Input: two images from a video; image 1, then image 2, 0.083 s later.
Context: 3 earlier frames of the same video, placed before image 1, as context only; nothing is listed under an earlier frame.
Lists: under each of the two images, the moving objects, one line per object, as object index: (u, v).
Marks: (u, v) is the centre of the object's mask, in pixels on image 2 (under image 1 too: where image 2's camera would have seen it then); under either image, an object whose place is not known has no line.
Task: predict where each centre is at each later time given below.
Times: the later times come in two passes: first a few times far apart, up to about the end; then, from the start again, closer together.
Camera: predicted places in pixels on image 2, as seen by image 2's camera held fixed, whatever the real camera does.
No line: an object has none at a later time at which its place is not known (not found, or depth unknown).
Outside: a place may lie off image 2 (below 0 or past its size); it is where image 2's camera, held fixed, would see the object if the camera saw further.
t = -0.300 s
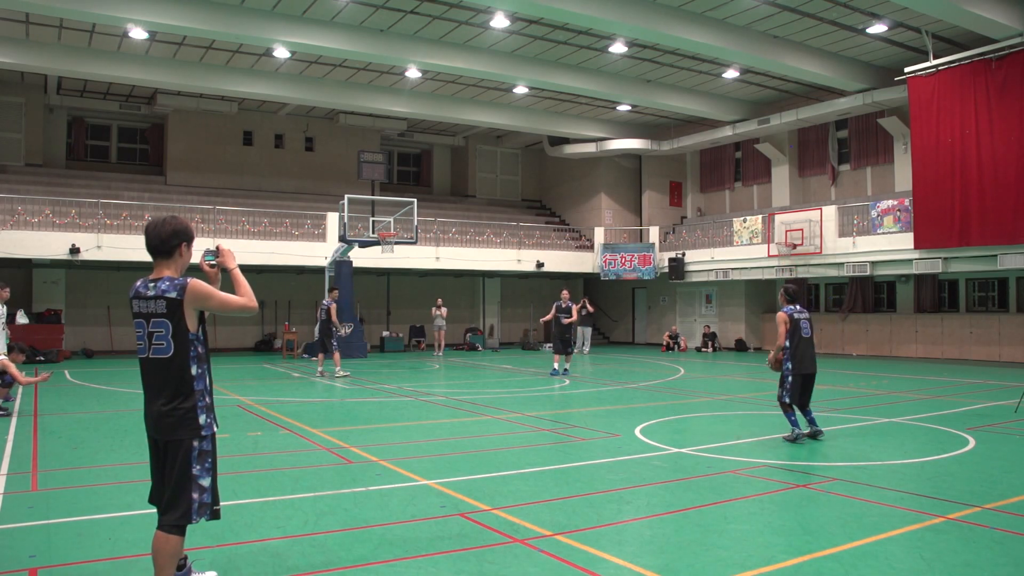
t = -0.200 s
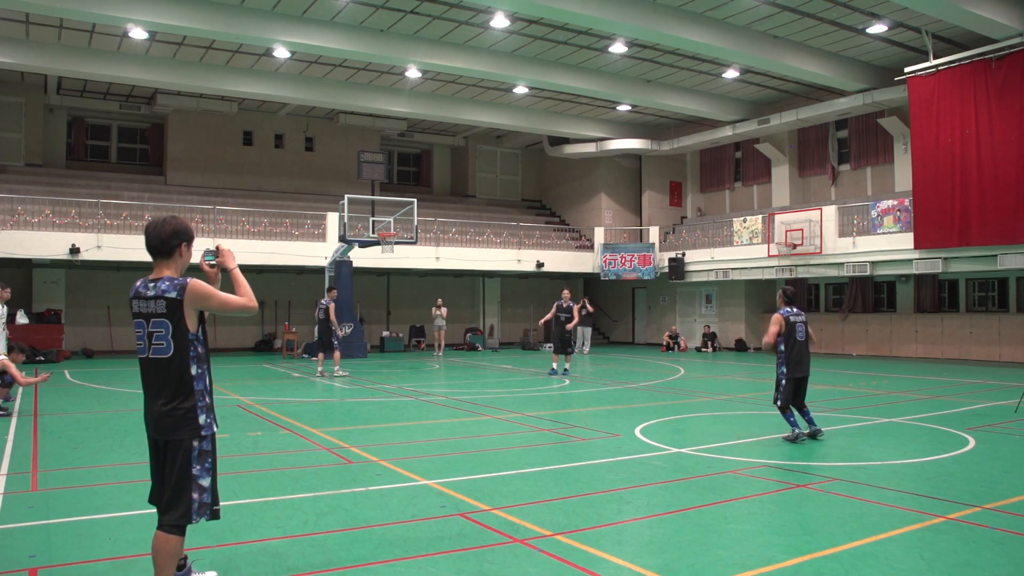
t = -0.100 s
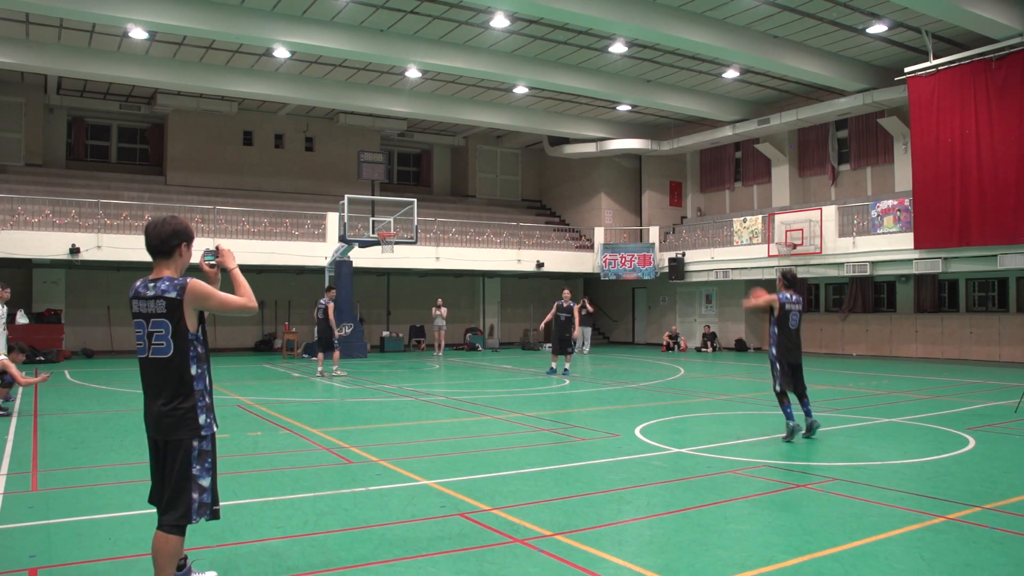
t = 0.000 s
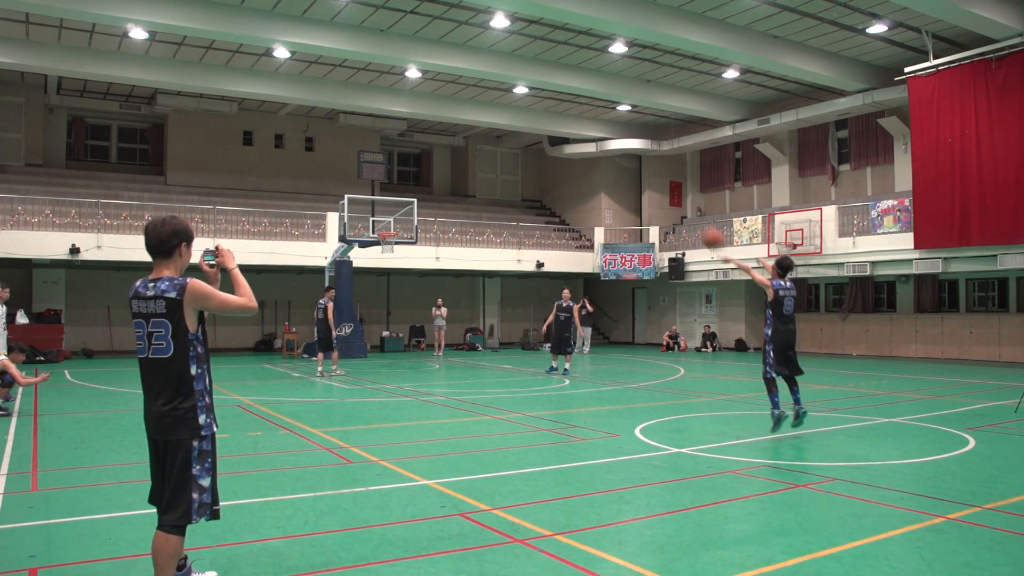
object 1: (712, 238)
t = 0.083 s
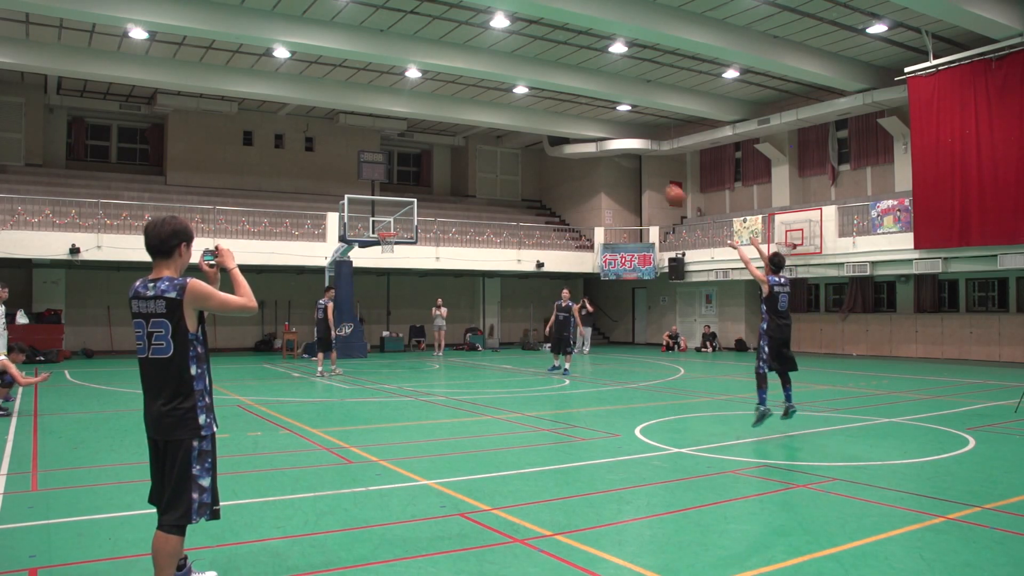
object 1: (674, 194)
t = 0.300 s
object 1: (593, 128)
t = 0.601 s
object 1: (511, 105)
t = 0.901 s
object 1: (453, 133)
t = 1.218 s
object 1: (405, 198)
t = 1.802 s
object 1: (401, 204)
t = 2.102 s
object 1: (419, 235)
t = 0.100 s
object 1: (667, 187)
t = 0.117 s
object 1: (661, 181)
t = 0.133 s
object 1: (654, 174)
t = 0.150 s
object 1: (647, 168)
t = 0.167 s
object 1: (641, 162)
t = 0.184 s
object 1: (635, 157)
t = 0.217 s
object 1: (622, 148)
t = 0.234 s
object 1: (616, 143)
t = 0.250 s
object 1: (610, 139)
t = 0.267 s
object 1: (605, 135)
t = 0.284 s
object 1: (598, 131)
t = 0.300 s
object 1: (593, 128)
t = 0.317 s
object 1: (588, 125)
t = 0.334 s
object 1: (582, 122)
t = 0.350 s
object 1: (578, 119)
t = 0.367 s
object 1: (572, 117)
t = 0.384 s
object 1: (567, 115)
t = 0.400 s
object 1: (563, 113)
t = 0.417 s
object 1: (558, 111)
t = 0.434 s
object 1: (553, 110)
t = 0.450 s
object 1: (549, 109)
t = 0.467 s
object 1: (544, 108)
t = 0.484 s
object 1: (539, 107)
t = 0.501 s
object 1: (535, 106)
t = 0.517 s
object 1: (531, 106)
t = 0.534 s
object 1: (527, 105)
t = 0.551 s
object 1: (523, 105)
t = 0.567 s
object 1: (519, 105)
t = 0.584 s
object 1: (516, 105)
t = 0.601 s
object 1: (511, 105)
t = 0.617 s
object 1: (508, 106)
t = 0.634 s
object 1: (504, 106)
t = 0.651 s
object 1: (501, 107)
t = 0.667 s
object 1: (497, 109)
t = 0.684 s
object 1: (493, 109)
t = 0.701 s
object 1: (490, 111)
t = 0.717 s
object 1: (487, 112)
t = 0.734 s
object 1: (484, 113)
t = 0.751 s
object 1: (480, 115)
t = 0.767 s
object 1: (477, 117)
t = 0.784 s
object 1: (474, 118)
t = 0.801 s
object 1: (471, 120)
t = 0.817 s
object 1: (467, 122)
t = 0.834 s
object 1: (464, 123)
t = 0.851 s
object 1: (462, 125)
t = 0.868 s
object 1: (458, 128)
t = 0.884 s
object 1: (456, 130)
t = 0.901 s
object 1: (453, 133)
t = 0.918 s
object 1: (451, 135)
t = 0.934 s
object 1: (448, 139)
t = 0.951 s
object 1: (445, 141)
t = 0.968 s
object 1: (442, 144)
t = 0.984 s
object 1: (439, 147)
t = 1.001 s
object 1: (436, 150)
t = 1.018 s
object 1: (434, 154)
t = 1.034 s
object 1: (431, 157)
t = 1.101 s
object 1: (421, 172)
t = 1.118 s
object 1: (419, 175)
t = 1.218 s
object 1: (405, 198)
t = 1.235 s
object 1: (403, 203)
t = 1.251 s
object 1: (400, 207)
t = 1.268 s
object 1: (398, 211)
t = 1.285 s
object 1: (396, 216)
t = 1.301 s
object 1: (395, 221)
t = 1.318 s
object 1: (392, 225)
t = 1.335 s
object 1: (391, 227)
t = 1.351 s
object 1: (389, 226)
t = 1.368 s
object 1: (388, 225)
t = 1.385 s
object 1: (387, 224)
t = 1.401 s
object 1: (385, 223)
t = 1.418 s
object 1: (384, 222)
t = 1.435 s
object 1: (383, 221)
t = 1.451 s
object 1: (382, 219)
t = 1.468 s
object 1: (383, 217)
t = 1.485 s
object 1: (384, 215)
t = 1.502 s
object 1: (385, 214)
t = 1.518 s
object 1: (386, 212)
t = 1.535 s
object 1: (387, 211)
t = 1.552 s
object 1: (388, 210)
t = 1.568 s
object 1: (389, 209)
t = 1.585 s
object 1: (389, 208)
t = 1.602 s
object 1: (390, 207)
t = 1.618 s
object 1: (391, 206)
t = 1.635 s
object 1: (392, 205)
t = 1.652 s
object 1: (393, 205)
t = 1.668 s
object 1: (394, 204)
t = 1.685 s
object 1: (395, 204)
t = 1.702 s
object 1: (396, 204)
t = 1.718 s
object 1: (396, 204)
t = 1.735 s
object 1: (397, 204)
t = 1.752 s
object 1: (398, 204)
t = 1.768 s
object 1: (399, 204)
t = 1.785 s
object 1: (400, 204)
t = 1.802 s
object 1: (401, 204)
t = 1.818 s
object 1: (402, 205)
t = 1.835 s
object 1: (404, 206)
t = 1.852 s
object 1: (404, 206)
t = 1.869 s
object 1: (405, 207)
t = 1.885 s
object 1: (406, 208)
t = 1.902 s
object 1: (407, 210)
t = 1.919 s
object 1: (408, 211)
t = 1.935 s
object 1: (409, 213)
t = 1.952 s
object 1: (410, 214)
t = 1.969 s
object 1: (411, 216)
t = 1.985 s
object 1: (412, 218)
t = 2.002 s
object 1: (413, 220)
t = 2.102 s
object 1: (419, 235)
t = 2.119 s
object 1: (421, 238)
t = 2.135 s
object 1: (422, 241)
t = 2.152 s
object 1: (422, 245)
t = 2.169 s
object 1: (423, 249)
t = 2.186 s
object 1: (424, 252)
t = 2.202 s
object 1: (426, 256)
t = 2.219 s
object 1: (427, 260)
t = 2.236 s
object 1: (428, 264)
